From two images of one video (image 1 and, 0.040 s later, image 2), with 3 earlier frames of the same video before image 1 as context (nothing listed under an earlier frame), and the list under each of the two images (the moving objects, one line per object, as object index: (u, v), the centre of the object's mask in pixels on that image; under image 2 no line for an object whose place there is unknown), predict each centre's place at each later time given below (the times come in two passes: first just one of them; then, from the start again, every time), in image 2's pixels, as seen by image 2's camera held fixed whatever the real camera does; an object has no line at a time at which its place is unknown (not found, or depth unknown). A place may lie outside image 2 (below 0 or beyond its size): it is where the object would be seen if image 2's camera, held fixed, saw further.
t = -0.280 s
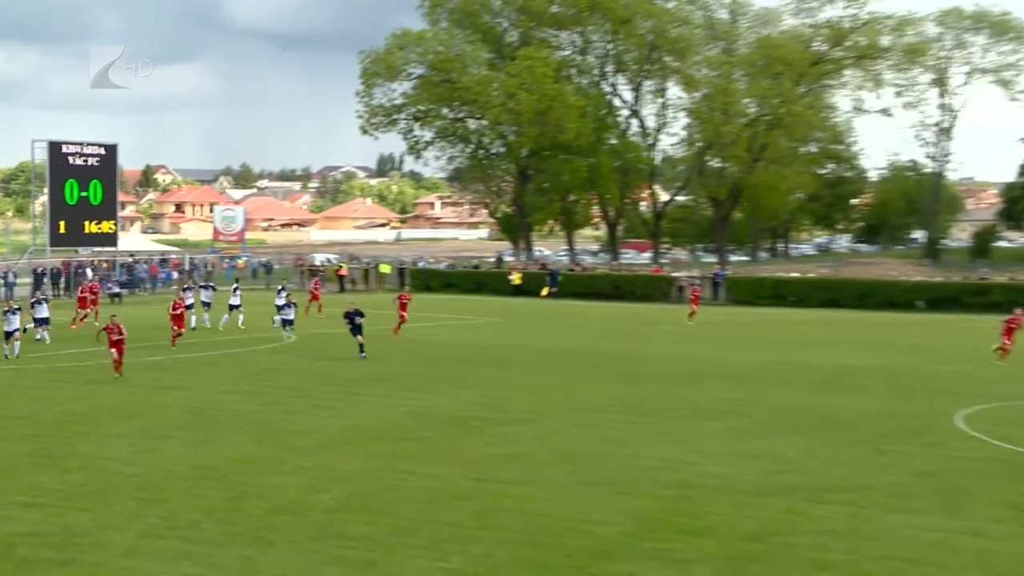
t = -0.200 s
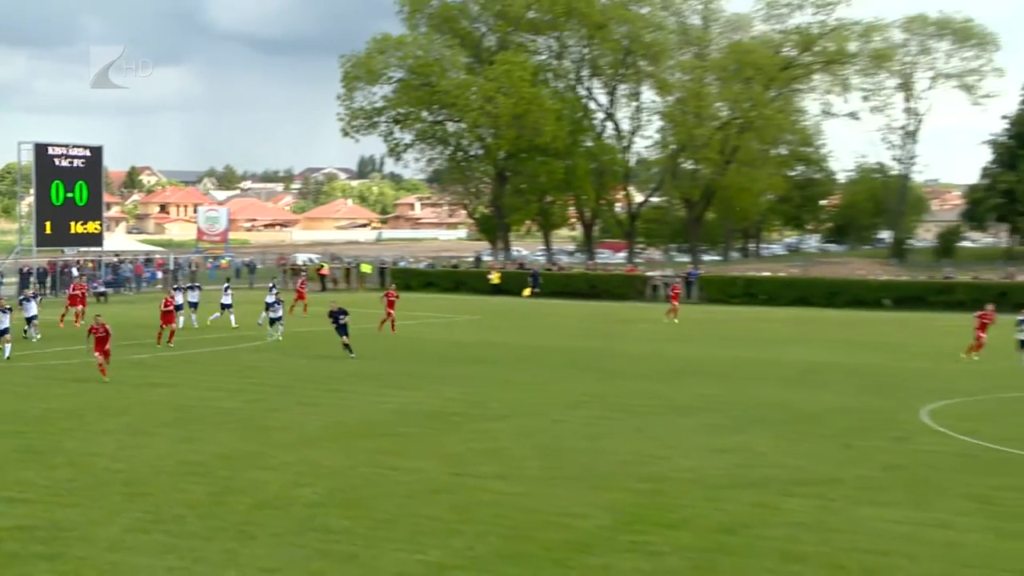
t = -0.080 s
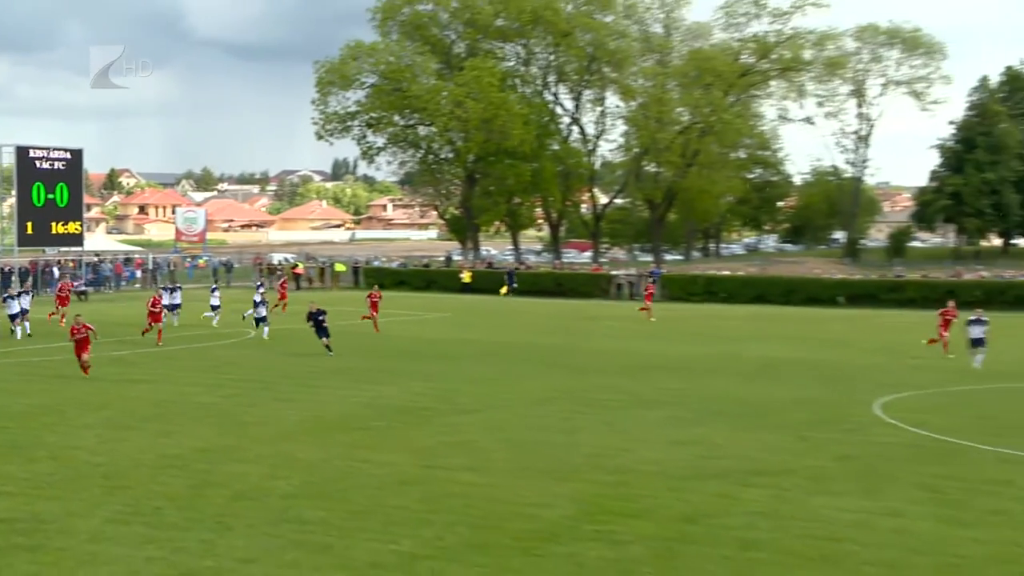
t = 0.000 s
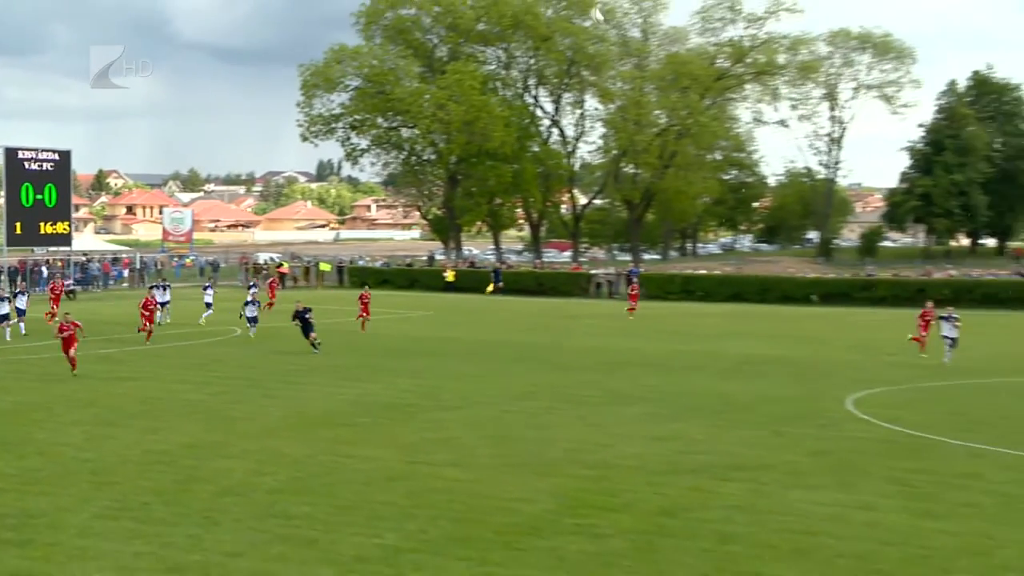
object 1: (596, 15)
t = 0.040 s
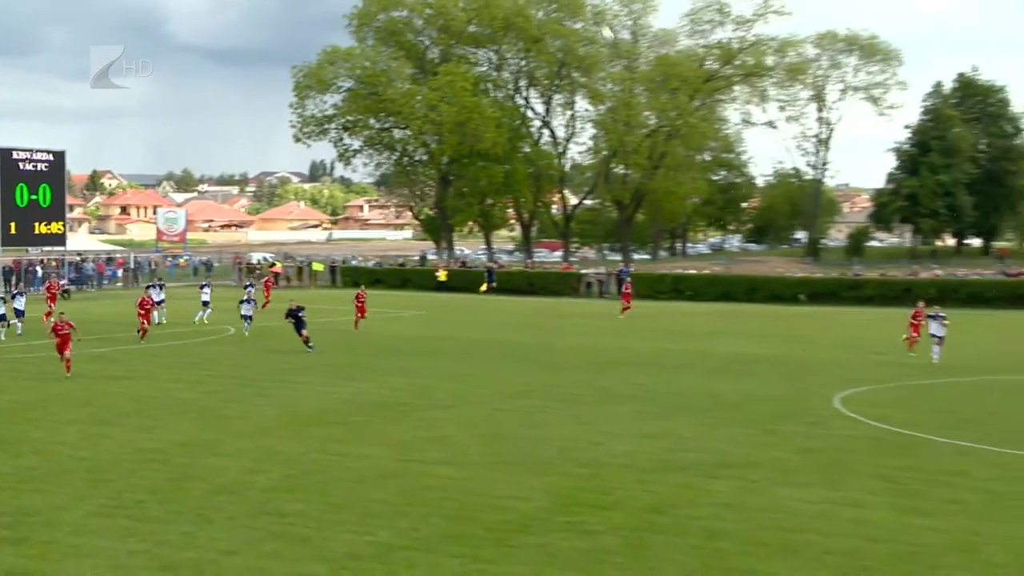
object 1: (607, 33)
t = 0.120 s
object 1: (639, 69)
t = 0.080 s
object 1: (623, 51)
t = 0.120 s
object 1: (639, 69)
